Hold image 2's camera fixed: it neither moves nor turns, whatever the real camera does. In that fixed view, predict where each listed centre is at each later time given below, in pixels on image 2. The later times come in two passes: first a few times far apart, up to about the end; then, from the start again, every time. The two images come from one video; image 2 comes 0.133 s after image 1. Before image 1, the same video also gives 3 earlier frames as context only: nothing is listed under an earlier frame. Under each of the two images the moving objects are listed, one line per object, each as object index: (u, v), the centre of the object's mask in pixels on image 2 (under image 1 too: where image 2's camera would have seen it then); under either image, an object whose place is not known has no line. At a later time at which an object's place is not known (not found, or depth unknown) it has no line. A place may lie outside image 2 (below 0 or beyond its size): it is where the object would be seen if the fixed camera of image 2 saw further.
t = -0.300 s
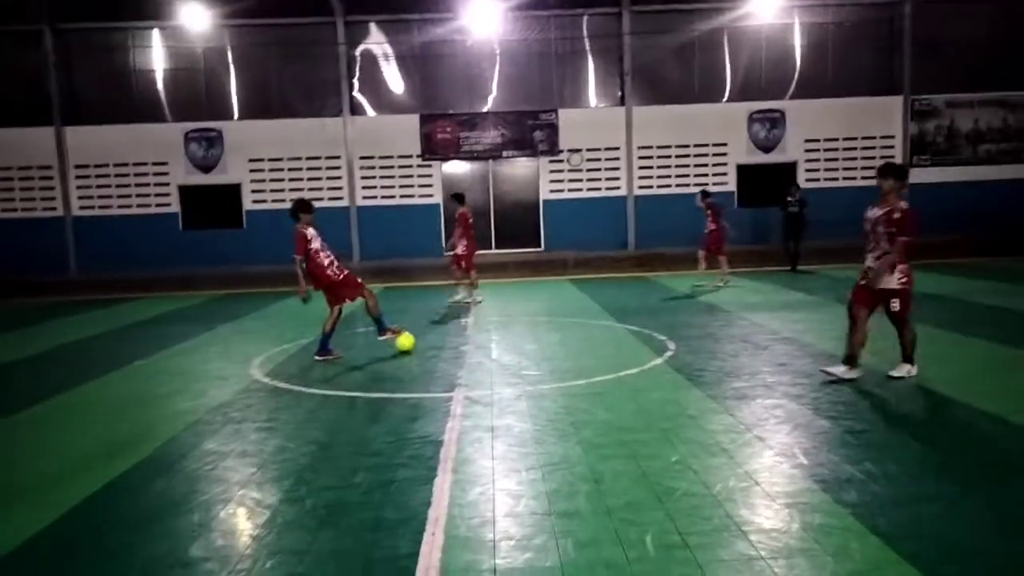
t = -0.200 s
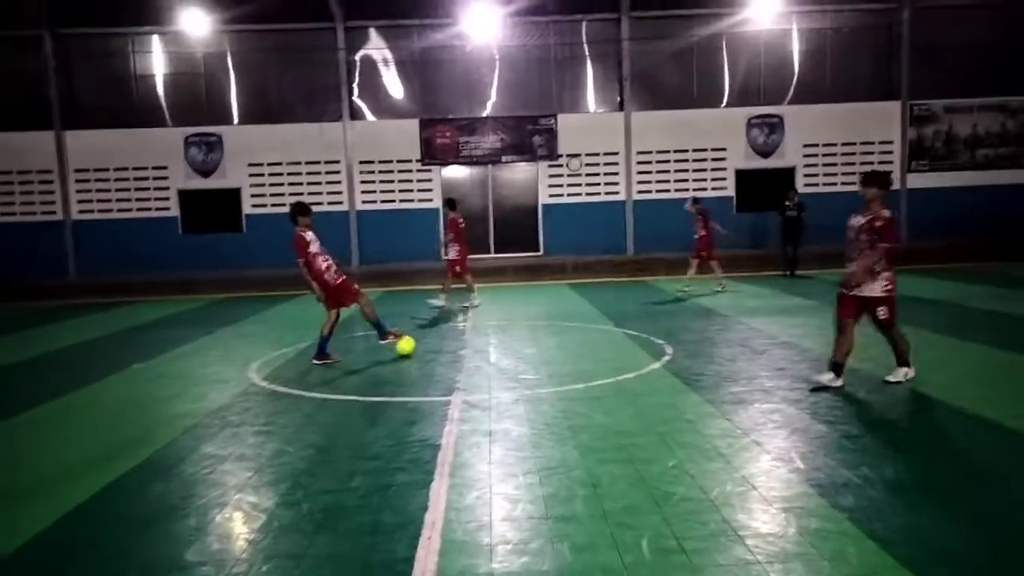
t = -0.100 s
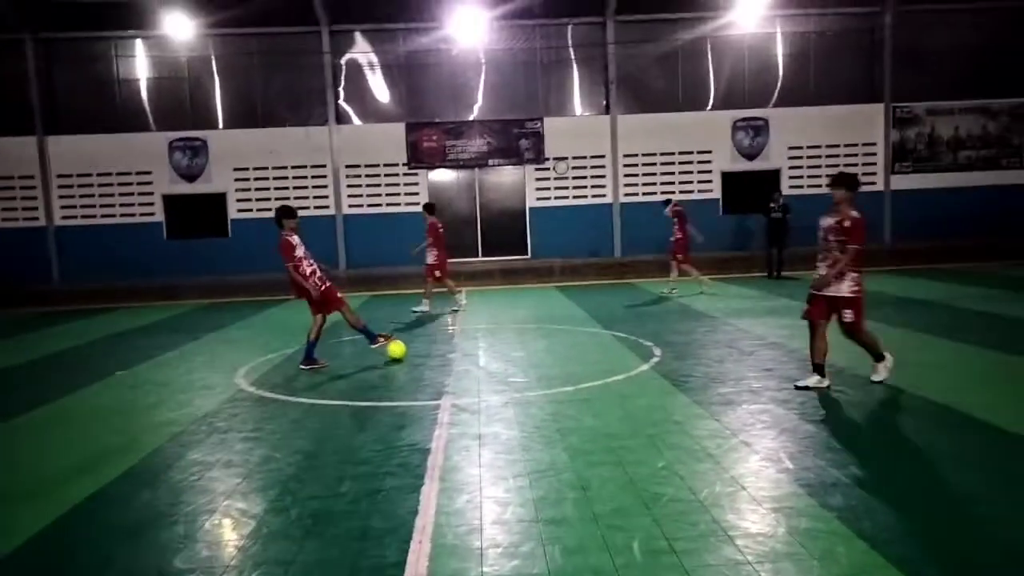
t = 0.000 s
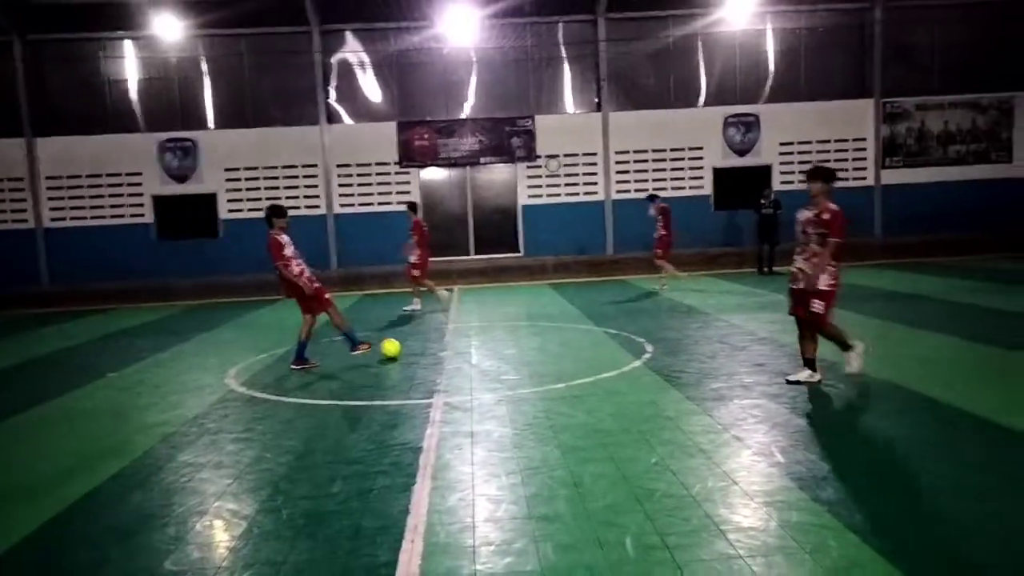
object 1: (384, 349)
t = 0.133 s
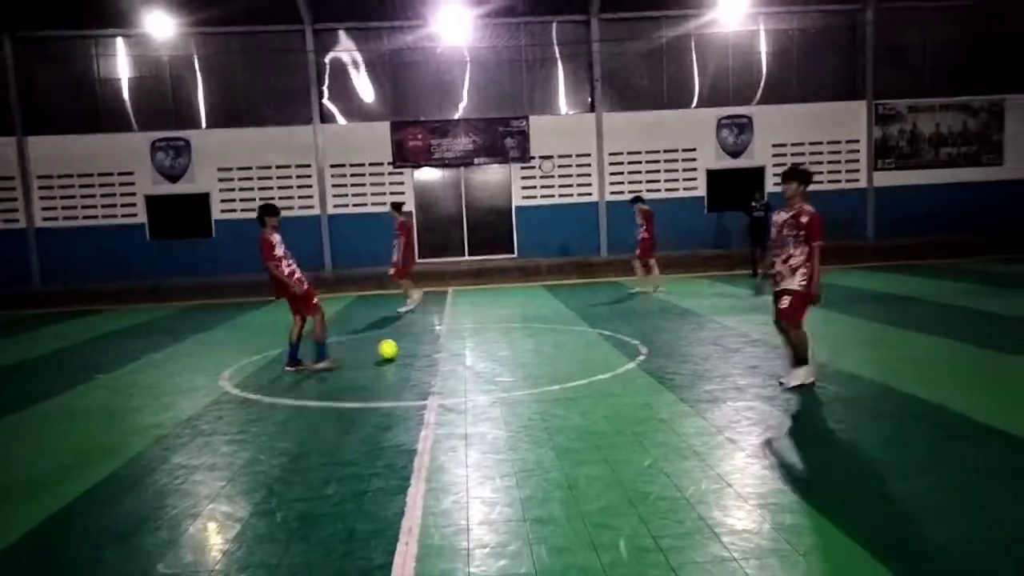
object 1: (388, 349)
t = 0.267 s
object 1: (391, 349)
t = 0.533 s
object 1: (397, 348)
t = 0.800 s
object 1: (402, 347)
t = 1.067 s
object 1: (409, 346)
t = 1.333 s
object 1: (414, 345)
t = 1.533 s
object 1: (419, 345)
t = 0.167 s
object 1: (389, 349)
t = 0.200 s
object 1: (390, 349)
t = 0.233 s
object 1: (390, 349)
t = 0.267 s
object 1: (391, 349)
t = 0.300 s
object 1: (391, 349)
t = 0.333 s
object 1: (392, 349)
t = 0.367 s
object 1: (392, 349)
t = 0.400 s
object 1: (393, 349)
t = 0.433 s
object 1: (394, 348)
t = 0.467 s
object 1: (394, 349)
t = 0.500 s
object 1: (395, 349)
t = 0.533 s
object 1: (397, 348)
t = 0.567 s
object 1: (397, 348)
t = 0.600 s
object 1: (398, 348)
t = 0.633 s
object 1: (398, 348)
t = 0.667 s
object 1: (399, 348)
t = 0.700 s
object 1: (400, 348)
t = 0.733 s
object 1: (401, 347)
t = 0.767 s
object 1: (401, 347)
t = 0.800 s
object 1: (402, 347)
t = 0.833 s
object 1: (404, 346)
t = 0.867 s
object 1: (404, 346)
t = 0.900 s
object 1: (405, 346)
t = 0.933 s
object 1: (407, 345)
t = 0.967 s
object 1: (407, 345)
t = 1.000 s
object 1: (408, 346)
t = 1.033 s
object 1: (408, 346)
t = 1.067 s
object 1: (409, 346)
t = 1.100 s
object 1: (411, 346)
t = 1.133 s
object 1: (410, 346)
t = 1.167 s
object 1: (412, 346)
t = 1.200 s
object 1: (412, 346)
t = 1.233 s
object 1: (413, 346)
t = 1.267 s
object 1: (413, 345)
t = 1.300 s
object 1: (414, 345)
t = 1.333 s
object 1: (414, 345)
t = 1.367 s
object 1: (415, 345)
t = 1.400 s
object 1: (416, 345)
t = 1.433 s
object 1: (417, 345)
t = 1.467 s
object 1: (417, 345)
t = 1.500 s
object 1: (418, 345)
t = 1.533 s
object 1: (419, 345)
